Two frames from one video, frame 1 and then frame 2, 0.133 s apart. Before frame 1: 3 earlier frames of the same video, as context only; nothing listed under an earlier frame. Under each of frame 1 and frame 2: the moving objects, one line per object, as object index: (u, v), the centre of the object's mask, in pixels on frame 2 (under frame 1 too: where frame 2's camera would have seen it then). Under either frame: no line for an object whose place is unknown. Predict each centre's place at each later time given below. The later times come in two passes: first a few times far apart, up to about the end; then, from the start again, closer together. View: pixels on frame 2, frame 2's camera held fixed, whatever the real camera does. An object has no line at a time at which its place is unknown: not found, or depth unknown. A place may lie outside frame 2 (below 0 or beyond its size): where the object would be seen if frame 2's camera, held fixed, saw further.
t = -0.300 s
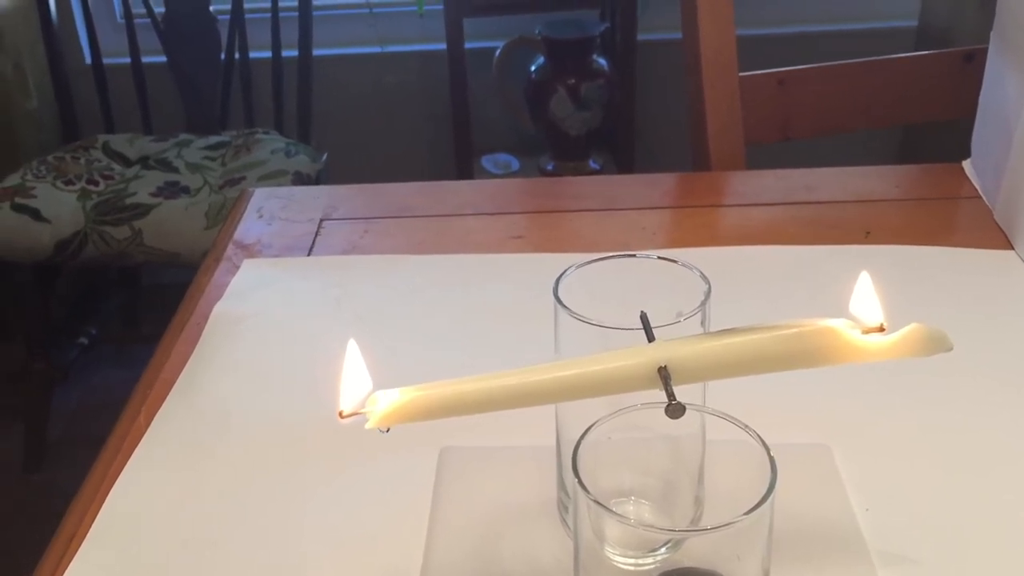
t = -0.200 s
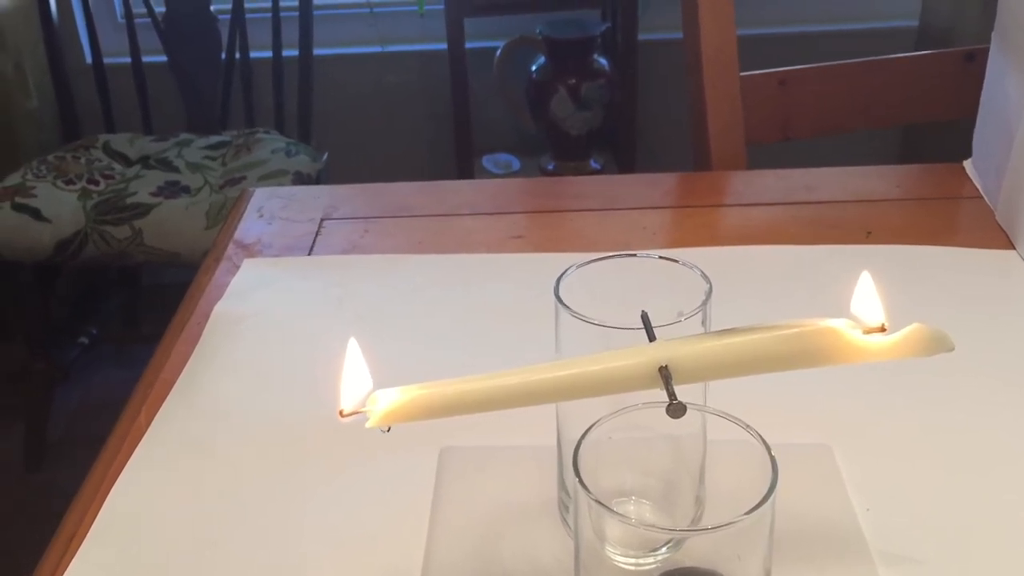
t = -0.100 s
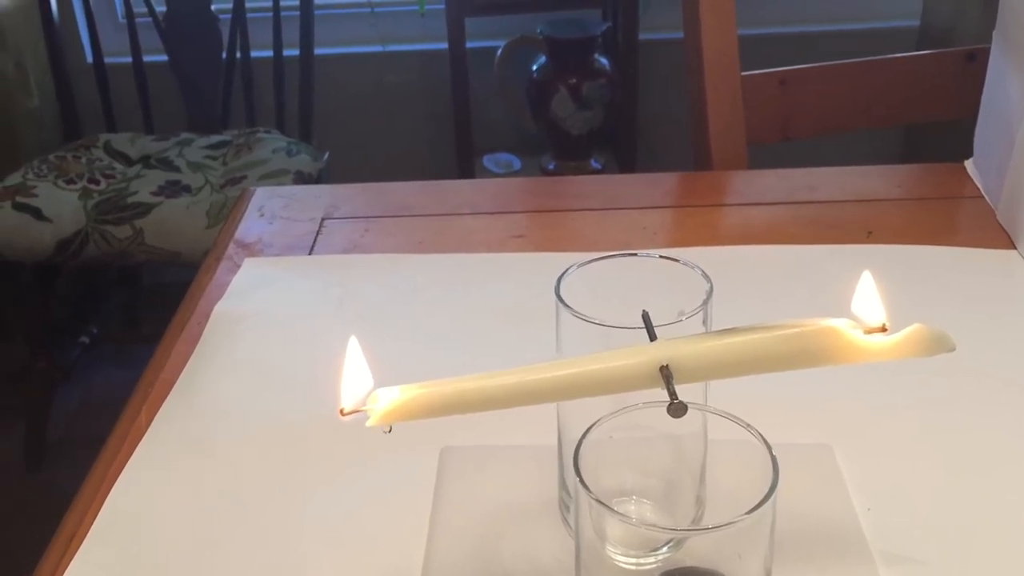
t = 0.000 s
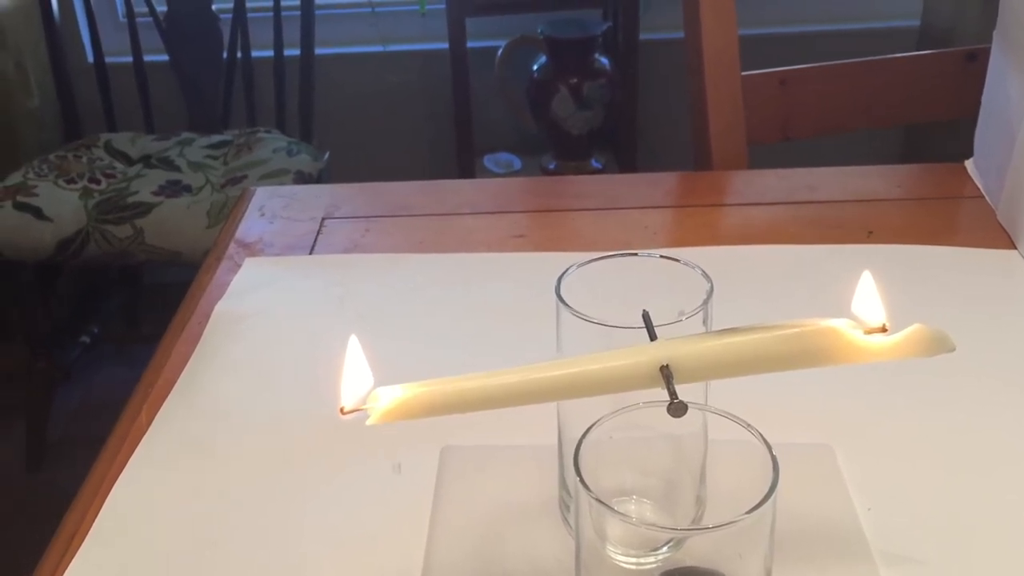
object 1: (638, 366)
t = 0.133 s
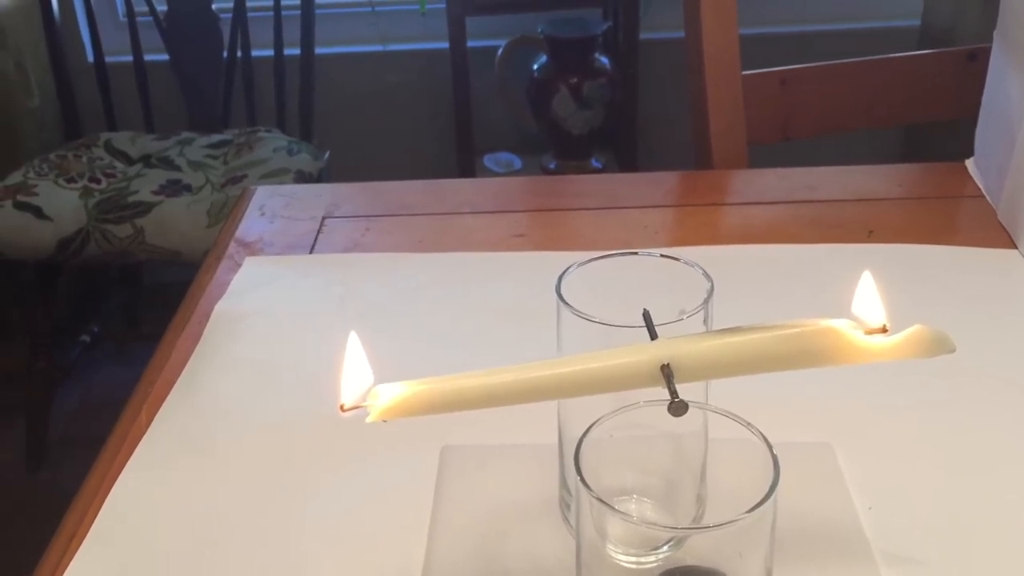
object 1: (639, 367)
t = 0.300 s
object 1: (639, 366)
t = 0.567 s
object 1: (647, 366)
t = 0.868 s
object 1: (648, 367)
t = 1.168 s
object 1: (654, 367)
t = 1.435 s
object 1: (637, 367)
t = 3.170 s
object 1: (654, 367)
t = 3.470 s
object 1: (648, 367)
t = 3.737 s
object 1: (640, 367)
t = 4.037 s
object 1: (639, 367)
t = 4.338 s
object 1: (638, 367)
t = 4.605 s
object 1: (636, 367)
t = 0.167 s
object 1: (638, 367)
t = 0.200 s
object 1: (638, 367)
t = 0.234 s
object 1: (639, 367)
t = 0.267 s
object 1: (639, 366)
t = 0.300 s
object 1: (639, 366)
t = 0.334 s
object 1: (639, 366)
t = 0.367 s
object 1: (647, 366)
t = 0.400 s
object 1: (647, 366)
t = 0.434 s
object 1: (647, 366)
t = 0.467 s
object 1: (647, 366)
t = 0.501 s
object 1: (647, 366)
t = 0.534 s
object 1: (647, 366)
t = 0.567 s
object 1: (647, 366)
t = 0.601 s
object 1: (648, 366)
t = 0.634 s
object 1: (648, 366)
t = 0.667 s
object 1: (648, 366)
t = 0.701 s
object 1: (648, 366)
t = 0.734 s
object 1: (648, 367)
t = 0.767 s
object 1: (647, 367)
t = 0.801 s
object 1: (648, 367)
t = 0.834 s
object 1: (648, 367)
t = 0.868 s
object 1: (648, 367)
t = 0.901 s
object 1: (648, 367)
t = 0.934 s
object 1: (649, 367)
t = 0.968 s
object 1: (649, 367)
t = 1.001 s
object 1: (649, 367)
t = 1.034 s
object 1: (649, 367)
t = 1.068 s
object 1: (648, 367)
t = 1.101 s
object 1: (648, 367)
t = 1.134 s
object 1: (648, 367)
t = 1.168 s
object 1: (654, 367)
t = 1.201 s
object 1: (654, 367)
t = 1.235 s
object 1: (640, 367)
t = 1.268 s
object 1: (647, 367)
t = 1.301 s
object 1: (649, 367)
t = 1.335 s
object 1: (649, 367)
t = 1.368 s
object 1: (647, 367)
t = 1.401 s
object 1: (653, 367)
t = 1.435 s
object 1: (637, 367)
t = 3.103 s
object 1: (654, 367)
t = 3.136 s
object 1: (648, 367)
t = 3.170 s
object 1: (654, 367)
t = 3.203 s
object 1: (649, 367)
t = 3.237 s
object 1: (649, 367)
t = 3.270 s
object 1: (649, 367)
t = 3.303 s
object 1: (649, 367)
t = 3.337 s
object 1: (649, 367)
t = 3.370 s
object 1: (649, 367)
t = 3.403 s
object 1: (648, 367)
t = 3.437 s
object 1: (648, 367)
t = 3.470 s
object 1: (648, 367)
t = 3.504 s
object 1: (648, 367)
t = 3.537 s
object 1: (648, 367)
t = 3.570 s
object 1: (639, 368)
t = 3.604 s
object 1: (639, 368)
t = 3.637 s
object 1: (640, 367)
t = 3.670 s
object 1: (640, 367)
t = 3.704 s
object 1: (640, 367)
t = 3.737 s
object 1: (640, 367)
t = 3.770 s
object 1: (640, 367)
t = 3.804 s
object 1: (640, 367)
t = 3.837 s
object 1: (640, 367)
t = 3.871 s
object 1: (640, 367)
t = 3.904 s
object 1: (641, 367)
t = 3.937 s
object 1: (640, 367)
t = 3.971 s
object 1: (640, 367)
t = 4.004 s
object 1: (640, 367)
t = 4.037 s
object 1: (639, 367)
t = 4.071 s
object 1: (638, 367)
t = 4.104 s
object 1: (638, 367)
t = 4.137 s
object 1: (638, 367)
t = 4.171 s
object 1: (639, 367)
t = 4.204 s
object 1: (639, 367)
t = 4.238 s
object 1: (638, 367)
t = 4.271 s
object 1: (638, 367)
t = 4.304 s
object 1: (638, 367)
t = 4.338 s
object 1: (638, 367)
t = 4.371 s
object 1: (637, 367)
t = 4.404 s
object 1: (637, 367)
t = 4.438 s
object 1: (637, 367)
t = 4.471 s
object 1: (636, 367)
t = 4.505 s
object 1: (637, 367)
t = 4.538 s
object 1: (637, 367)
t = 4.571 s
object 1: (637, 367)
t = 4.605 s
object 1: (636, 367)
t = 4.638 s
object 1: (637, 367)
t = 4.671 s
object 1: (637, 367)
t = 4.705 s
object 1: (638, 367)
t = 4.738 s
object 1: (637, 367)
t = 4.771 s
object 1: (637, 367)
